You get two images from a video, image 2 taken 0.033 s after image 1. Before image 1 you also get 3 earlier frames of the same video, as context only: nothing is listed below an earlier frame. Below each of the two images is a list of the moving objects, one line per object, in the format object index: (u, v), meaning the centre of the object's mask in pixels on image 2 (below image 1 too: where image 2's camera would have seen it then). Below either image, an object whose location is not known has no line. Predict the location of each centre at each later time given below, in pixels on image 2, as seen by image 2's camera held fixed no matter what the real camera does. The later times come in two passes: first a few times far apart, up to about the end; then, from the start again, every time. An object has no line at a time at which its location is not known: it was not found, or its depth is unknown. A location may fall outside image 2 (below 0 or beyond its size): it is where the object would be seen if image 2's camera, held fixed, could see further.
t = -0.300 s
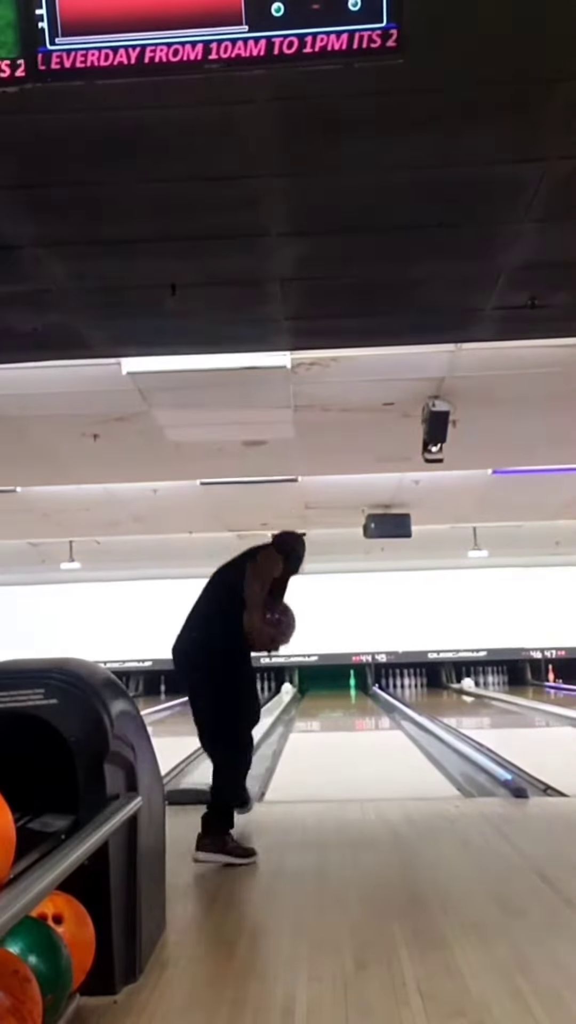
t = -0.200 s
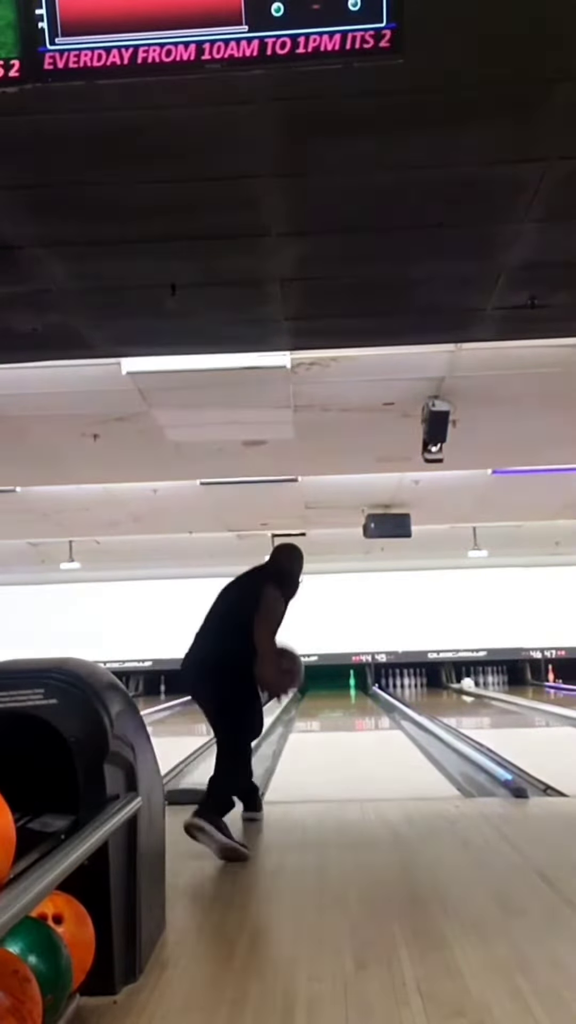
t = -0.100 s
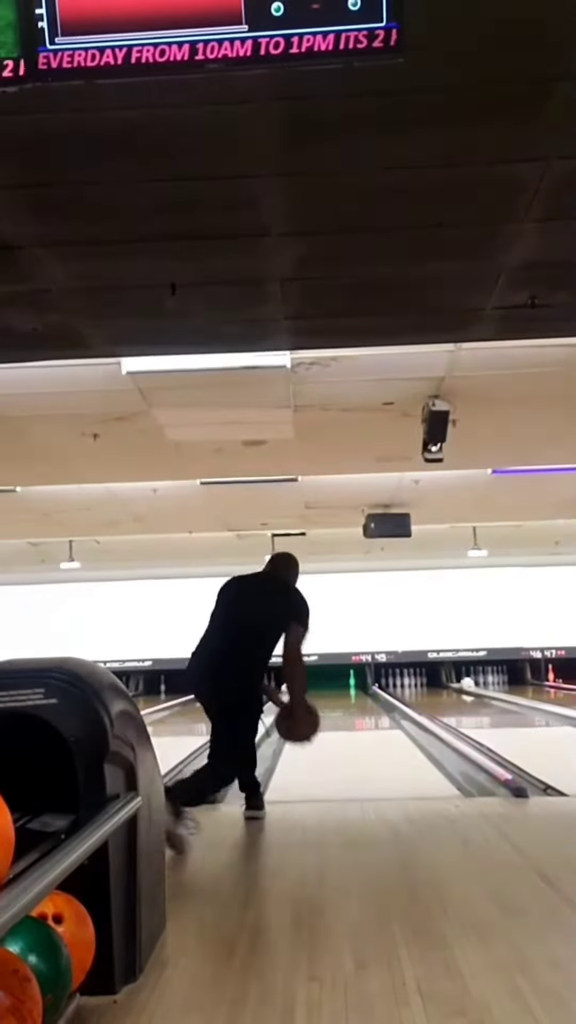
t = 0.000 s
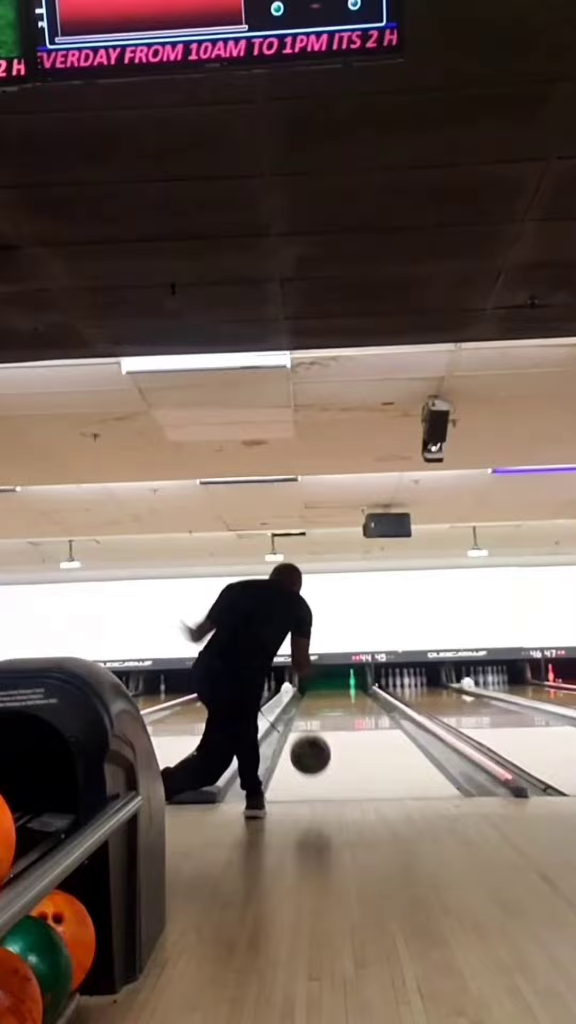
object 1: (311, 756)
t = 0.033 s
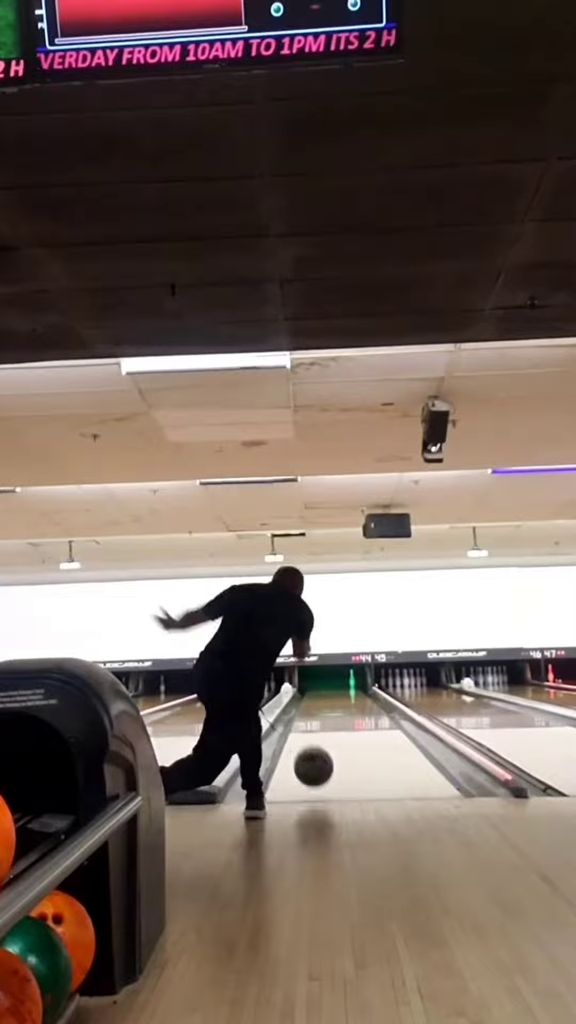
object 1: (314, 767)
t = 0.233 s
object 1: (328, 755)
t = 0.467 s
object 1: (338, 737)
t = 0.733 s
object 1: (345, 723)
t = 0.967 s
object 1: (350, 715)
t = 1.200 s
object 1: (352, 707)
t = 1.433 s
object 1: (354, 702)
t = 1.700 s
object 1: (357, 696)
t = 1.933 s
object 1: (356, 694)
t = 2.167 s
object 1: (357, 691)
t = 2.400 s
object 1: (356, 689)
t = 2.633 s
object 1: (354, 687)
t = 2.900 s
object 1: (351, 685)
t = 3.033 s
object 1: (349, 683)
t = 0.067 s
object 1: (317, 772)
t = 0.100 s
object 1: (319, 766)
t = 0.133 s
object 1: (321, 761)
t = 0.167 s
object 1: (324, 758)
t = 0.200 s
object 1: (326, 758)
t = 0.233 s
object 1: (328, 755)
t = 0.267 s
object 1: (329, 752)
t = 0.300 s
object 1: (331, 749)
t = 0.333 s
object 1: (333, 747)
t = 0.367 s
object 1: (334, 744)
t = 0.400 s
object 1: (335, 742)
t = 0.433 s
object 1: (336, 739)
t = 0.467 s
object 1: (338, 737)
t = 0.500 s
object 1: (339, 735)
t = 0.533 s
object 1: (340, 733)
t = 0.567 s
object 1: (341, 731)
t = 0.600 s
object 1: (342, 729)
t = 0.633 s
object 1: (343, 728)
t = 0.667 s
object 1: (344, 726)
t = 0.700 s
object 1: (345, 725)
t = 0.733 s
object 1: (345, 723)
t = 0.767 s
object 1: (346, 721)
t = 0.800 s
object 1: (347, 720)
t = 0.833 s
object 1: (347, 720)
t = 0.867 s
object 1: (348, 718)
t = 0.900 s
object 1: (349, 717)
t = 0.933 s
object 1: (349, 717)
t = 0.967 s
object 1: (350, 715)
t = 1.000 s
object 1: (350, 713)
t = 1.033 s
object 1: (350, 713)
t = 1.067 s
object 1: (351, 711)
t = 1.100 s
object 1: (351, 710)
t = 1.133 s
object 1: (352, 710)
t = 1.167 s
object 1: (352, 708)
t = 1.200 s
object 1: (352, 707)
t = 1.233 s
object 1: (354, 706)
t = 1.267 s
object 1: (353, 706)
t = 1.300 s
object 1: (352, 705)
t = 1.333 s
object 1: (353, 704)
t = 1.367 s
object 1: (354, 703)
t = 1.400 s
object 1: (354, 702)
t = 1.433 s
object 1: (354, 702)
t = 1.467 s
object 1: (354, 701)
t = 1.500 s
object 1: (355, 701)
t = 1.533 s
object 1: (356, 700)
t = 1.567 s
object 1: (356, 699)
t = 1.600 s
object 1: (356, 698)
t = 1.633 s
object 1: (356, 698)
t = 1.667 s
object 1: (356, 698)
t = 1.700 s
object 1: (357, 696)
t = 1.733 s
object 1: (357, 696)
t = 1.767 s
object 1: (356, 695)
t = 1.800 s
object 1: (356, 695)
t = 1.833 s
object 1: (356, 695)
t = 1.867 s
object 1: (356, 694)
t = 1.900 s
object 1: (356, 694)
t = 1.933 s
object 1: (356, 694)
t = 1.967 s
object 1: (356, 693)
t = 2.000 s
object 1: (357, 692)
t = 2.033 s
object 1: (356, 692)
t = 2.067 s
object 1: (357, 692)
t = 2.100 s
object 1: (357, 692)
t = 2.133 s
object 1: (357, 692)
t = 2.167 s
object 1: (357, 691)
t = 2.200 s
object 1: (357, 690)
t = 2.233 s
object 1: (357, 690)
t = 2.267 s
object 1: (357, 690)
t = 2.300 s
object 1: (356, 689)
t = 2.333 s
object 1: (356, 689)
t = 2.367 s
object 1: (356, 689)
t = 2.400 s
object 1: (356, 689)
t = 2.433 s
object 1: (355, 688)
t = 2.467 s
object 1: (355, 688)
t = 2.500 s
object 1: (355, 688)
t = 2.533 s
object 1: (355, 688)
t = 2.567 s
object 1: (355, 687)
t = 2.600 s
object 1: (354, 687)
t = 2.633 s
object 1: (354, 687)
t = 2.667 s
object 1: (353, 686)
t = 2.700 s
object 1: (353, 686)
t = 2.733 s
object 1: (352, 685)
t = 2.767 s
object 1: (352, 686)
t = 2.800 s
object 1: (352, 685)
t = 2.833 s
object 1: (351, 685)
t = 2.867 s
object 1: (351, 684)
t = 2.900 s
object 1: (351, 685)
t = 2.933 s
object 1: (351, 685)
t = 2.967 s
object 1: (350, 684)
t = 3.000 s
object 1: (350, 684)
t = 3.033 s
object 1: (349, 683)
